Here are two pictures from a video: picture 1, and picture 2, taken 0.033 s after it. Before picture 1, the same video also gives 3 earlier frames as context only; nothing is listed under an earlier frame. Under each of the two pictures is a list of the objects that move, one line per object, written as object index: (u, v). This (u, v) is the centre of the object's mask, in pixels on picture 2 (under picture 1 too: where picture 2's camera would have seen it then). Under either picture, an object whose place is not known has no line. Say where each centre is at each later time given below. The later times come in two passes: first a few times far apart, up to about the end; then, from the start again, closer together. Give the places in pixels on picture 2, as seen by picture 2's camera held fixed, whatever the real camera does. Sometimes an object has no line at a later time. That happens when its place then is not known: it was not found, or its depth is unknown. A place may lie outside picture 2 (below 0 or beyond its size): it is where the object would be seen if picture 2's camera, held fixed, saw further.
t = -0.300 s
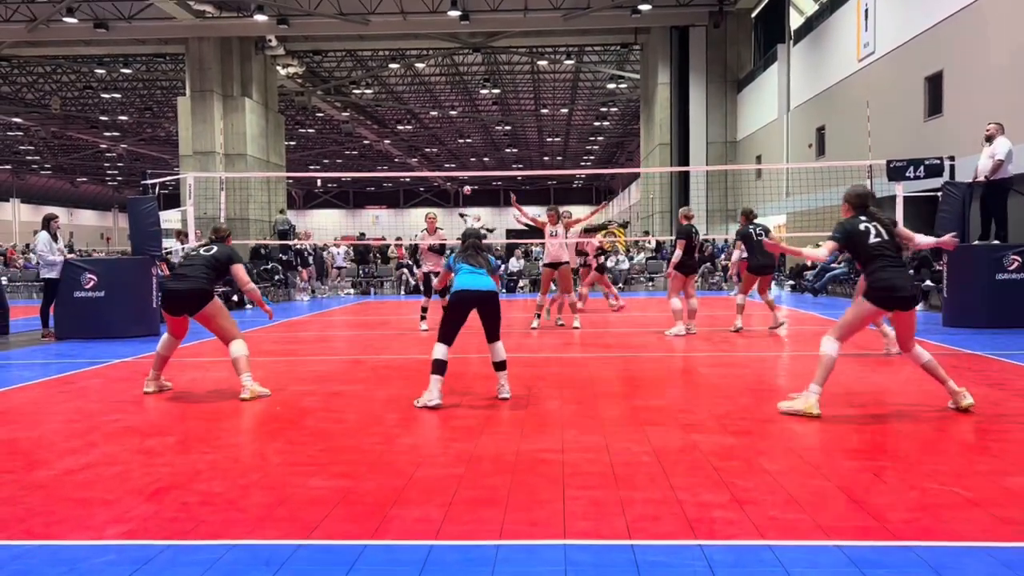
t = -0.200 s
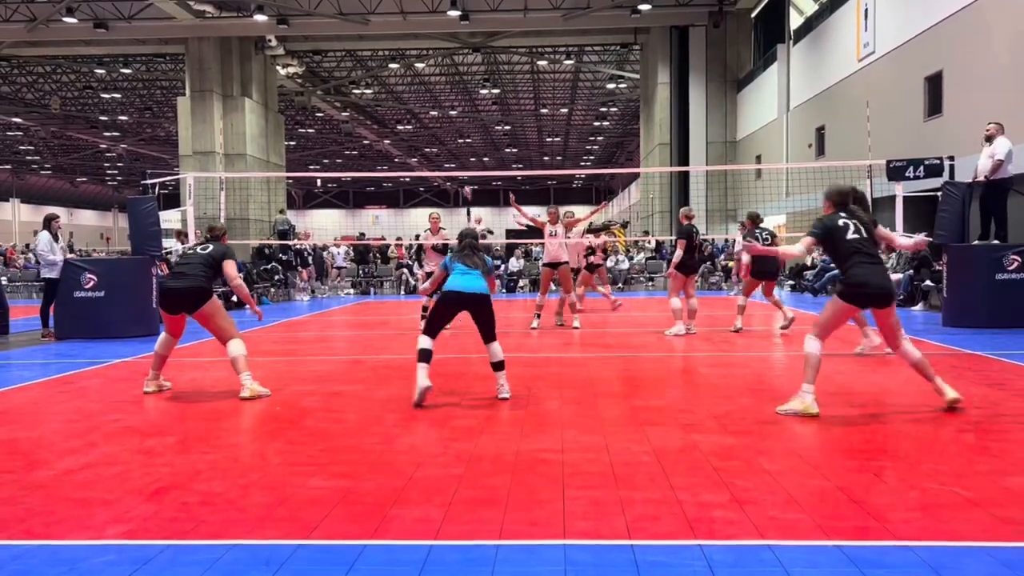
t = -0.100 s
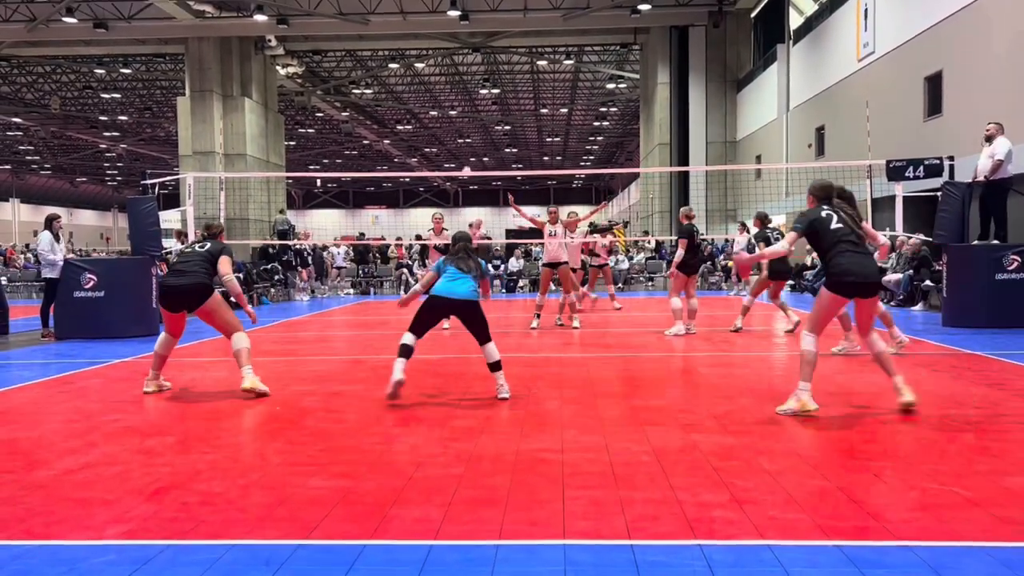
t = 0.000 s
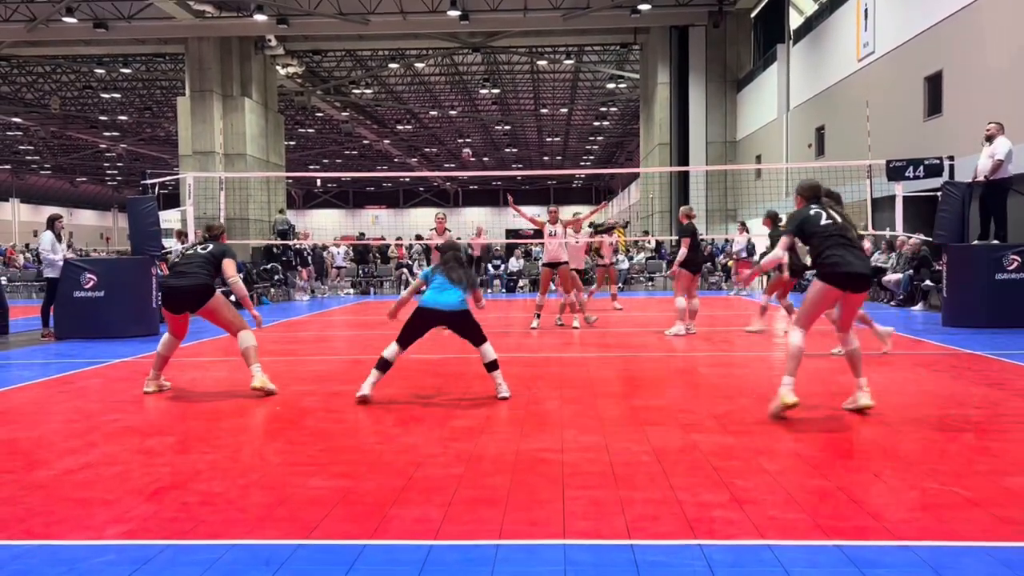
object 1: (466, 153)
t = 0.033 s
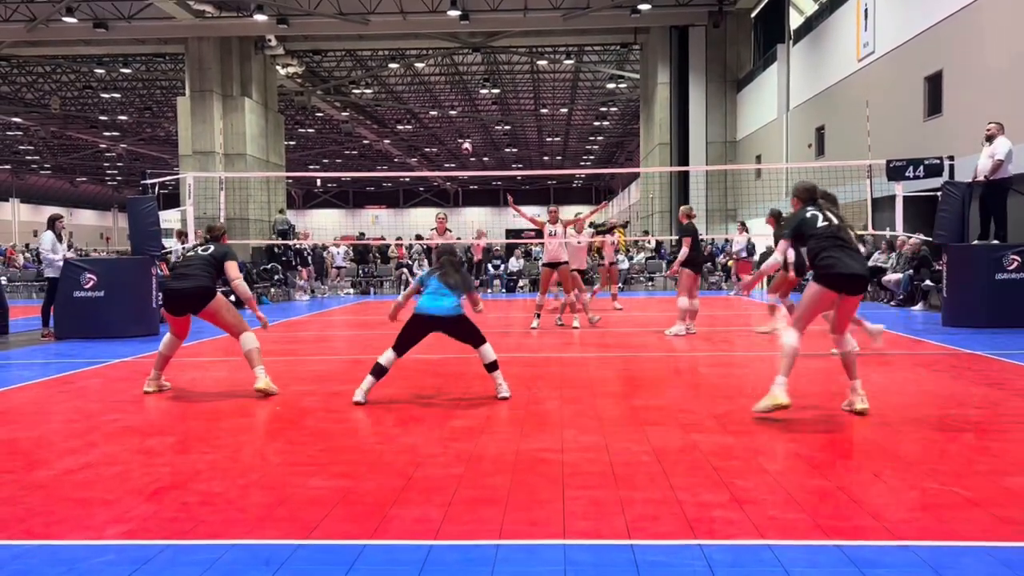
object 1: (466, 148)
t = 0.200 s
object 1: (468, 125)
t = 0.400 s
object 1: (472, 113)
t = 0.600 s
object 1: (480, 126)
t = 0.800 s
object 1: (496, 187)
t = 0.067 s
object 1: (467, 142)
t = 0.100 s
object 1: (466, 138)
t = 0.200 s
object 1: (468, 125)
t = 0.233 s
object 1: (468, 121)
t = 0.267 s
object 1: (468, 120)
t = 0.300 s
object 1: (469, 117)
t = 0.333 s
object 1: (470, 115)
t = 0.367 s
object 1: (471, 113)
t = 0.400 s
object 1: (472, 113)
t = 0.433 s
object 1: (473, 113)
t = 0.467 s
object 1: (474, 113)
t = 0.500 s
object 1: (476, 115)
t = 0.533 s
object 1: (477, 117)
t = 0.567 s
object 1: (479, 121)
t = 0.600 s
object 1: (480, 126)
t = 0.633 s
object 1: (483, 132)
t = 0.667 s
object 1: (485, 139)
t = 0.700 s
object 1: (488, 147)
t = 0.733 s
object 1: (491, 158)
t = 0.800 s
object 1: (496, 187)
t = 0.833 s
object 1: (499, 203)
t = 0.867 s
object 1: (501, 228)
